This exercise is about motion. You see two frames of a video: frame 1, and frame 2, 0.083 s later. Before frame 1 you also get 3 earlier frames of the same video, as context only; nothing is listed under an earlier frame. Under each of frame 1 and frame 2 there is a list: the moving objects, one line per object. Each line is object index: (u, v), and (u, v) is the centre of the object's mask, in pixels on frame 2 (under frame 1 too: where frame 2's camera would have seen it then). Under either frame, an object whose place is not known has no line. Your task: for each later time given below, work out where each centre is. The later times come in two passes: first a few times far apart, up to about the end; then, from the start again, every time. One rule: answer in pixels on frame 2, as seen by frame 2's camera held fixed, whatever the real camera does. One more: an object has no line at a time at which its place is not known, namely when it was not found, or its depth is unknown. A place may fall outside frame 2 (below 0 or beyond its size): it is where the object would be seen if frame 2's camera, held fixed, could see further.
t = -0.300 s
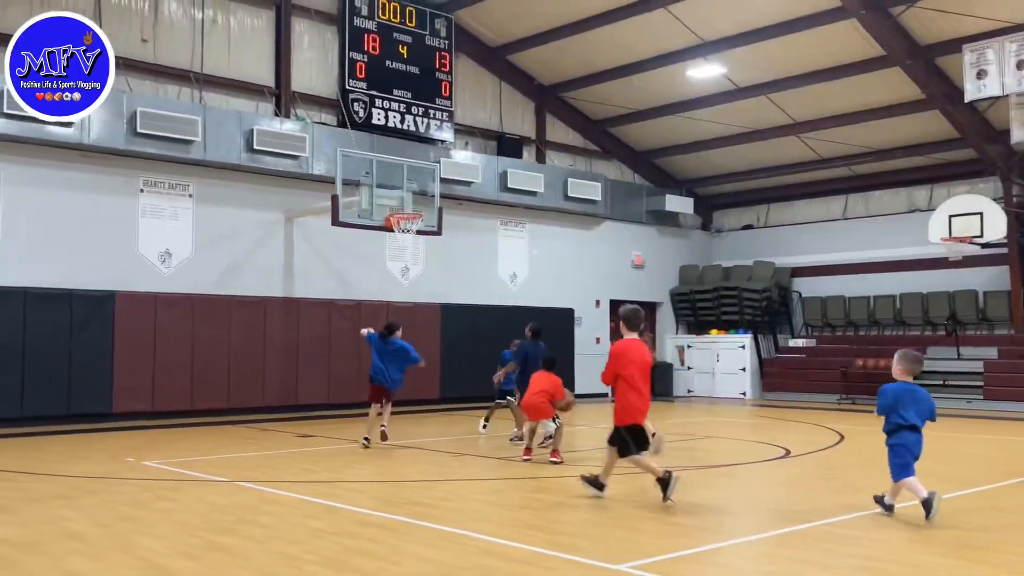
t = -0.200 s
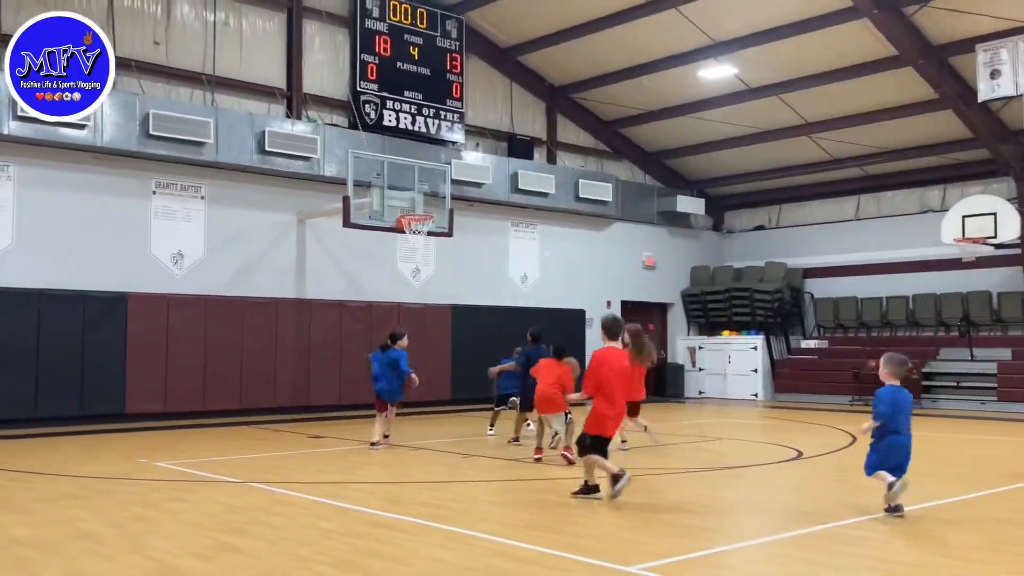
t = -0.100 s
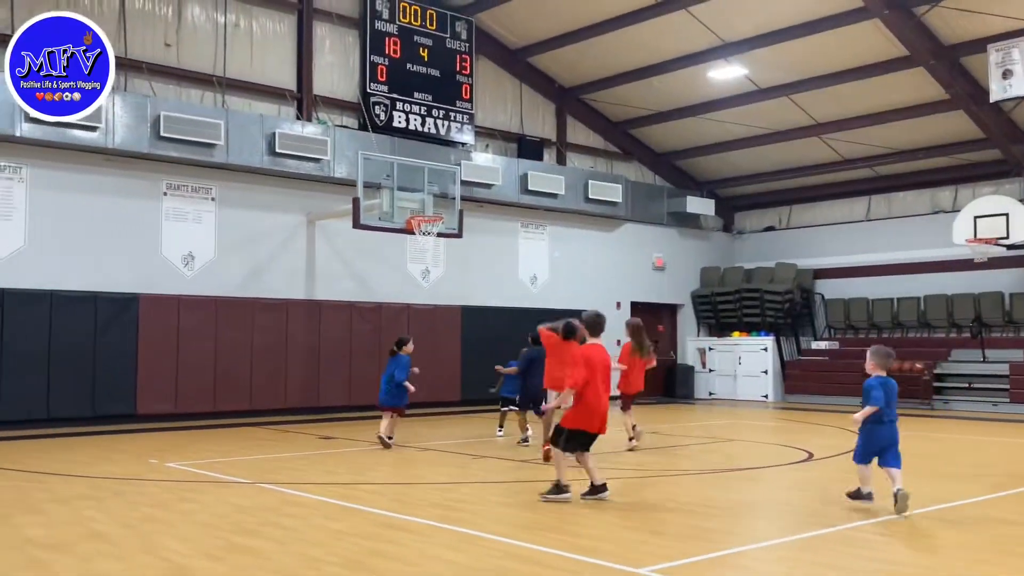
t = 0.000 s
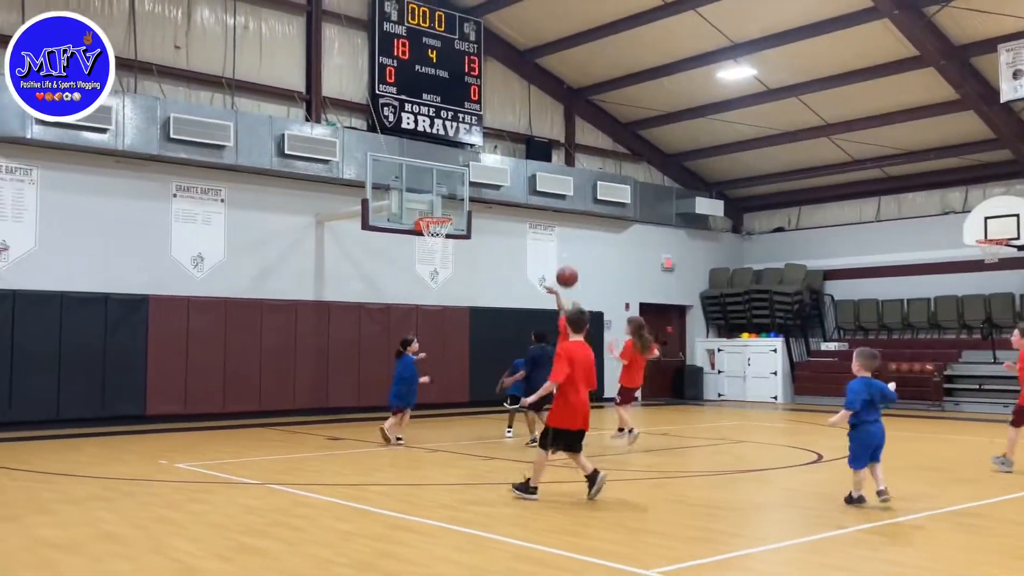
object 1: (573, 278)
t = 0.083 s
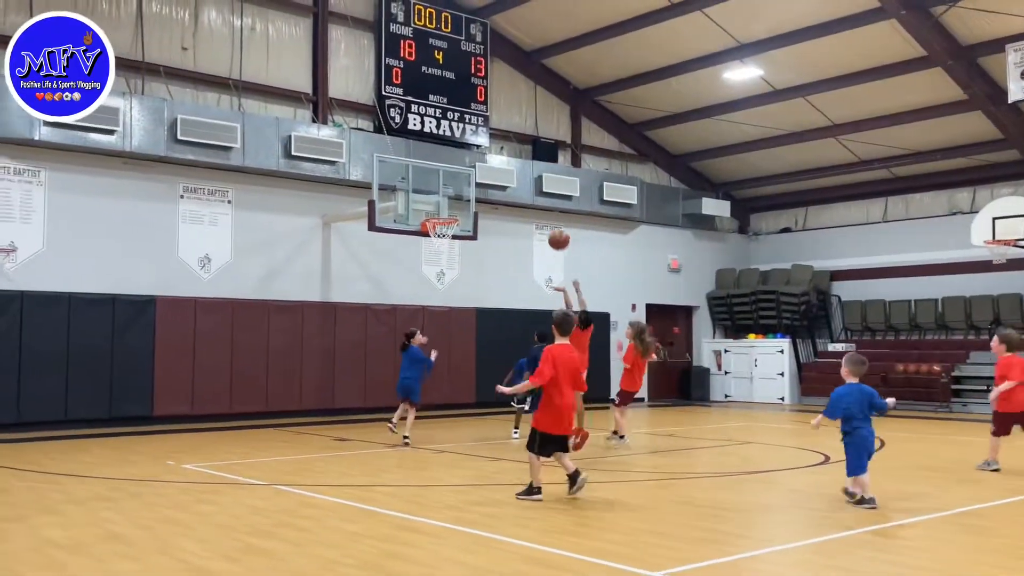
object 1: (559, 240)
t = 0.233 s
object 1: (535, 193)
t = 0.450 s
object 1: (505, 163)
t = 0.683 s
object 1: (477, 171)
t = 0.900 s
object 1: (454, 209)
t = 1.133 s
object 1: (426, 209)
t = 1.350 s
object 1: (408, 215)
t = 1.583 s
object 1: (386, 257)
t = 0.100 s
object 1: (556, 234)
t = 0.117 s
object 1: (553, 229)
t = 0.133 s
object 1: (550, 220)
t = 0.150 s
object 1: (548, 215)
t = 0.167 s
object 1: (545, 212)
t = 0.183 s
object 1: (544, 207)
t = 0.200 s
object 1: (540, 201)
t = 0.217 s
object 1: (537, 197)
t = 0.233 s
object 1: (535, 193)
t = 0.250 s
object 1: (532, 188)
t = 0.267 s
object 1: (528, 185)
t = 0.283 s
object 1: (527, 182)
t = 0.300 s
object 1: (524, 179)
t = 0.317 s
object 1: (523, 176)
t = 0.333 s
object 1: (520, 173)
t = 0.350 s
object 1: (518, 171)
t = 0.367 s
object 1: (516, 169)
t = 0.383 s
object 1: (514, 167)
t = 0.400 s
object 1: (511, 166)
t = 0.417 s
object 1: (509, 165)
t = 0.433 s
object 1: (507, 164)
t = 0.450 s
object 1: (505, 163)
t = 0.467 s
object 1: (503, 162)
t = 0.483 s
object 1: (500, 162)
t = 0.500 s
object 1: (498, 161)
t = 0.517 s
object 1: (496, 161)
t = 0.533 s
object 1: (494, 161)
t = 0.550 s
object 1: (492, 161)
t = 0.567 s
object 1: (490, 162)
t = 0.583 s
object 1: (488, 163)
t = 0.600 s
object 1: (486, 164)
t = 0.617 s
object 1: (485, 165)
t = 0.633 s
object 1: (483, 166)
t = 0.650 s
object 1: (480, 167)
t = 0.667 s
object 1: (479, 169)
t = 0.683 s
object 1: (477, 171)
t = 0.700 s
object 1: (475, 173)
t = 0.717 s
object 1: (473, 175)
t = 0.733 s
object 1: (471, 176)
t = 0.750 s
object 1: (470, 180)
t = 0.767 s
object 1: (468, 182)
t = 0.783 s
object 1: (467, 186)
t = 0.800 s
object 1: (464, 189)
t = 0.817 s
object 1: (462, 192)
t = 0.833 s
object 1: (461, 195)
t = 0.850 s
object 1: (459, 199)
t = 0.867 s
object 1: (457, 202)
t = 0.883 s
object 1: (456, 204)
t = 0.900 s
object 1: (454, 209)
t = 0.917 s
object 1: (454, 210)
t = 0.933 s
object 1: (451, 214)
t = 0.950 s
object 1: (449, 216)
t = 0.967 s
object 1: (449, 214)
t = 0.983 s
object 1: (445, 215)
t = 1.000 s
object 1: (440, 215)
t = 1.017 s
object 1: (437, 214)
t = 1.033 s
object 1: (435, 214)
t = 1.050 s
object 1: (432, 213)
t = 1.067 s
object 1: (431, 213)
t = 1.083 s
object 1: (430, 212)
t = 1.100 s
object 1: (429, 211)
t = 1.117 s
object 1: (428, 210)
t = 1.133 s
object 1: (426, 209)
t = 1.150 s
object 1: (425, 209)
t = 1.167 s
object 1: (423, 208)
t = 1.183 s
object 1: (422, 208)
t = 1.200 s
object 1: (420, 208)
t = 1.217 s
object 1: (419, 208)
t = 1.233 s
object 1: (417, 208)
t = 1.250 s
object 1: (416, 209)
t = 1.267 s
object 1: (415, 209)
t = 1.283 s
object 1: (413, 210)
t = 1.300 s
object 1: (412, 210)
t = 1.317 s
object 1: (411, 212)
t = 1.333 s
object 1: (409, 213)
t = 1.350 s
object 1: (408, 215)
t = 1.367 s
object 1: (406, 216)
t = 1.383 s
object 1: (405, 218)
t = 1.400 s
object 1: (403, 220)
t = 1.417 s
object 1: (401, 223)
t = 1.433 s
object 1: (400, 225)
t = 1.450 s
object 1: (399, 227)
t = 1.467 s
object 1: (396, 231)
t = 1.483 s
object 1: (395, 233)
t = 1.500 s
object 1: (394, 237)
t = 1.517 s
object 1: (392, 241)
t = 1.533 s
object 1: (391, 244)
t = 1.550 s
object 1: (389, 248)
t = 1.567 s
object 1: (387, 253)
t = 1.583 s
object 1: (386, 257)
